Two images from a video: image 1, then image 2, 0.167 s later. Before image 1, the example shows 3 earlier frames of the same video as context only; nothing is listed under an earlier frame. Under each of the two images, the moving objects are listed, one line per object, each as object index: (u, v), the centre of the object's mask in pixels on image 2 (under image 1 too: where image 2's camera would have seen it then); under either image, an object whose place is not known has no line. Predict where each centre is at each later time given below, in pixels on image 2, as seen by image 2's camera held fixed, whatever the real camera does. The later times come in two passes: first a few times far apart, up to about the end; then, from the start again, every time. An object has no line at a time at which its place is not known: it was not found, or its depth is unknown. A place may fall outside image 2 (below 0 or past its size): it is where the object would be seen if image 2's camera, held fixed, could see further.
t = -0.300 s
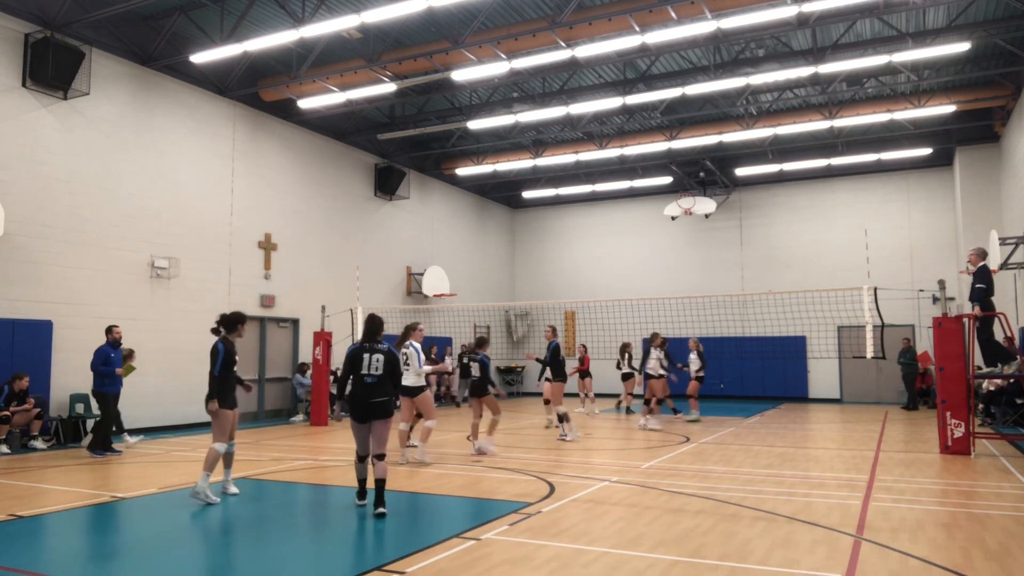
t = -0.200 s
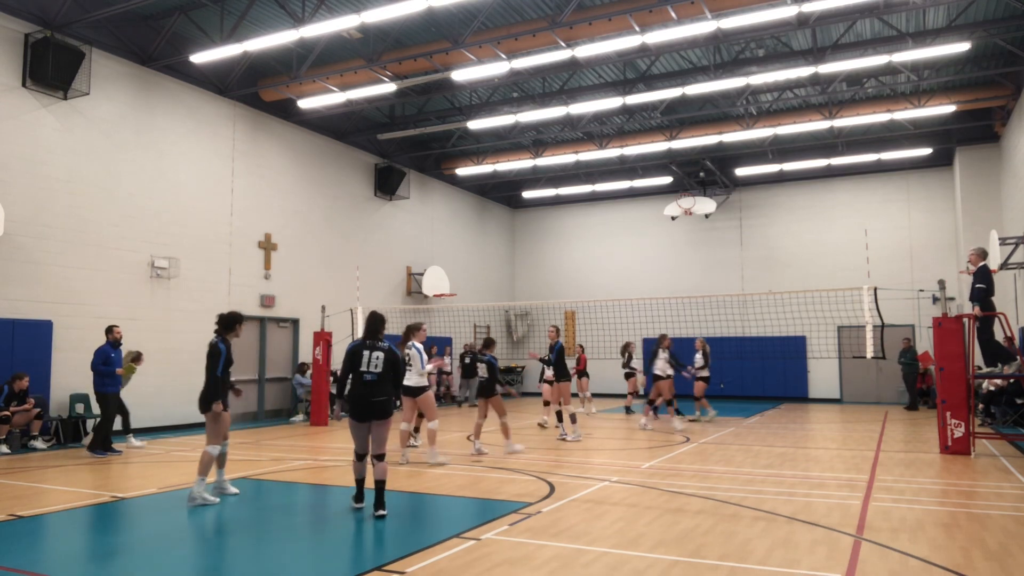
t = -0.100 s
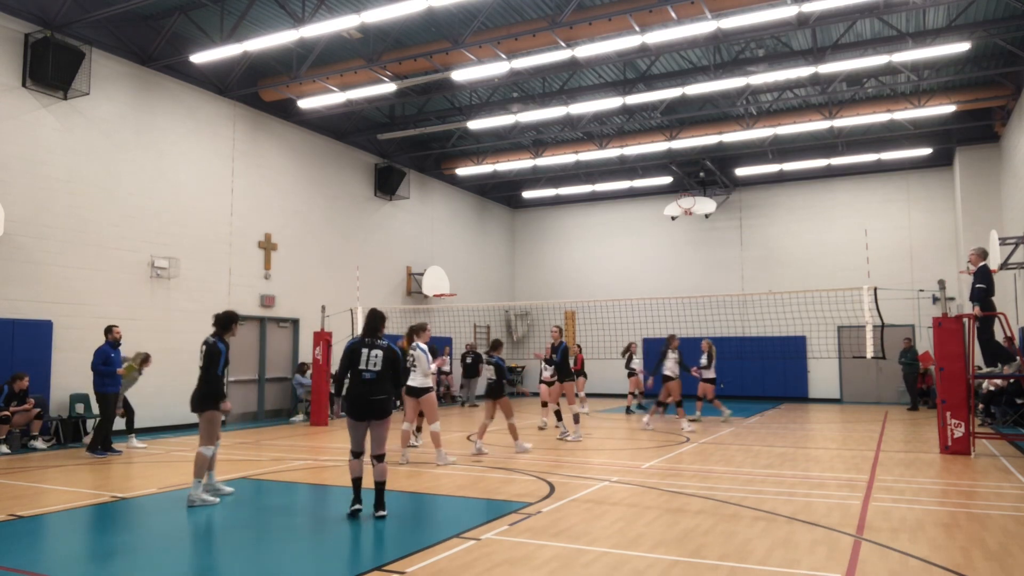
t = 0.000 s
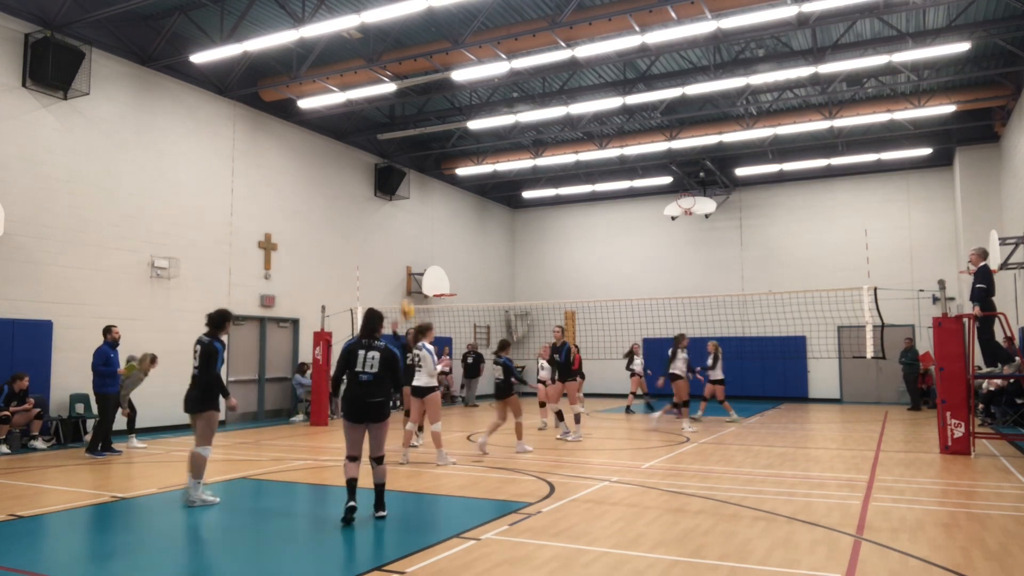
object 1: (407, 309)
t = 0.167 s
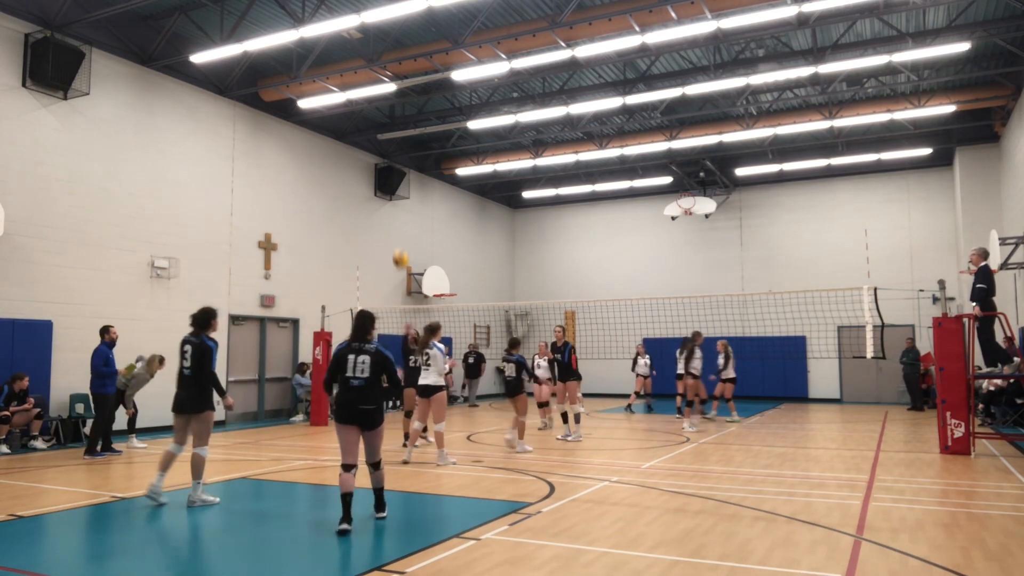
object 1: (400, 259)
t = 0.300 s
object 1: (395, 229)
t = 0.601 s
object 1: (380, 210)
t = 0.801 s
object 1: (363, 247)
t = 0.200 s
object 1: (399, 251)
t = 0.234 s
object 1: (398, 243)
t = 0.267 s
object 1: (397, 236)
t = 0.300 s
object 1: (395, 229)
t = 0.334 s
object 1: (394, 223)
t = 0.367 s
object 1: (393, 218)
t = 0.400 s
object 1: (391, 214)
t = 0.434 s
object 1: (389, 211)
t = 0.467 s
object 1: (388, 209)
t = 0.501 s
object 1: (386, 208)
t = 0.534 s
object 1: (384, 207)
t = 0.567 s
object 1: (382, 208)
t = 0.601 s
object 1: (380, 210)
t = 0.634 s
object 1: (377, 212)
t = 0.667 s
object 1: (375, 217)
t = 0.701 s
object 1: (372, 222)
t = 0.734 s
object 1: (369, 229)
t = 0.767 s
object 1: (366, 237)
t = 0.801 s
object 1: (363, 247)
